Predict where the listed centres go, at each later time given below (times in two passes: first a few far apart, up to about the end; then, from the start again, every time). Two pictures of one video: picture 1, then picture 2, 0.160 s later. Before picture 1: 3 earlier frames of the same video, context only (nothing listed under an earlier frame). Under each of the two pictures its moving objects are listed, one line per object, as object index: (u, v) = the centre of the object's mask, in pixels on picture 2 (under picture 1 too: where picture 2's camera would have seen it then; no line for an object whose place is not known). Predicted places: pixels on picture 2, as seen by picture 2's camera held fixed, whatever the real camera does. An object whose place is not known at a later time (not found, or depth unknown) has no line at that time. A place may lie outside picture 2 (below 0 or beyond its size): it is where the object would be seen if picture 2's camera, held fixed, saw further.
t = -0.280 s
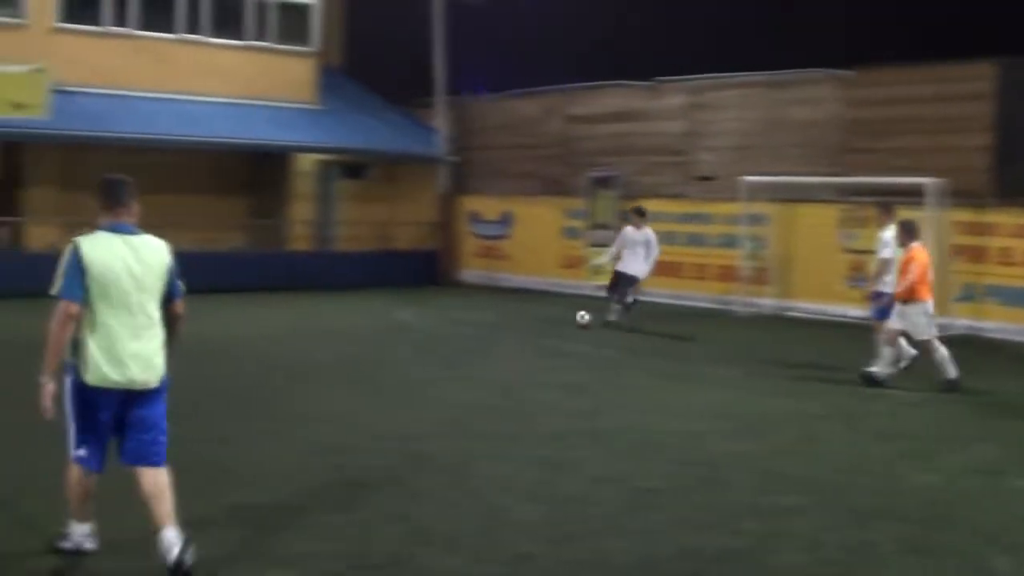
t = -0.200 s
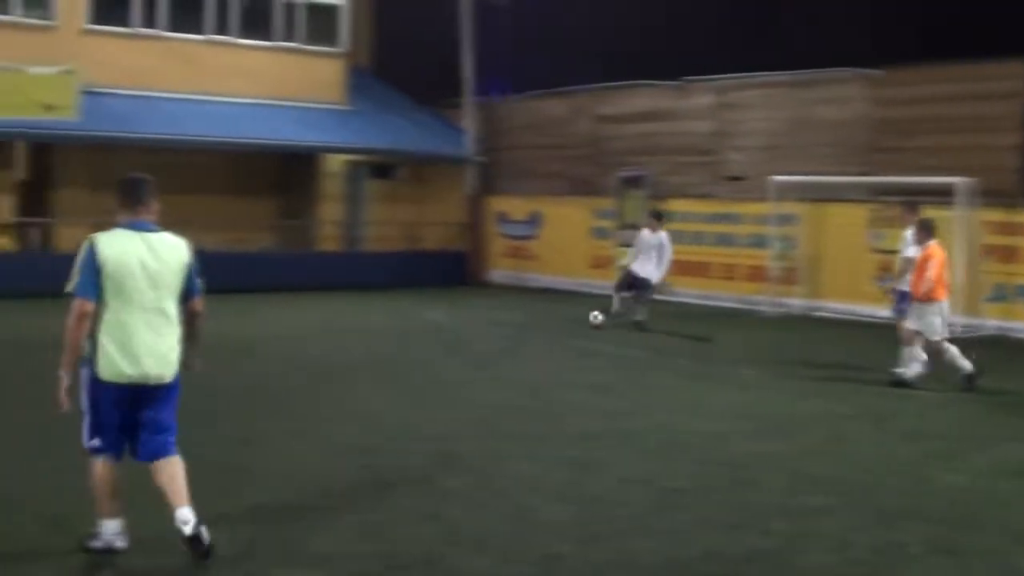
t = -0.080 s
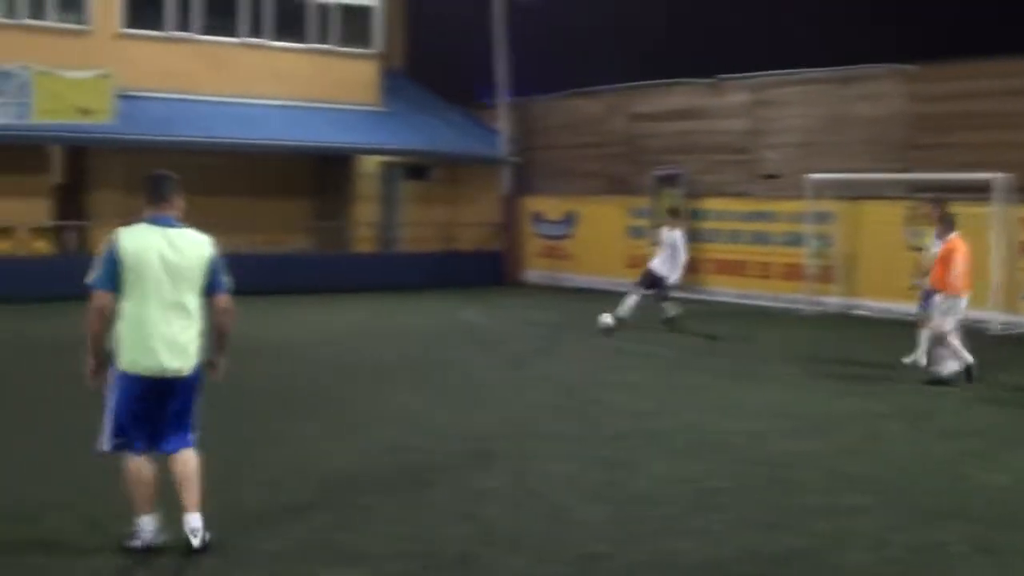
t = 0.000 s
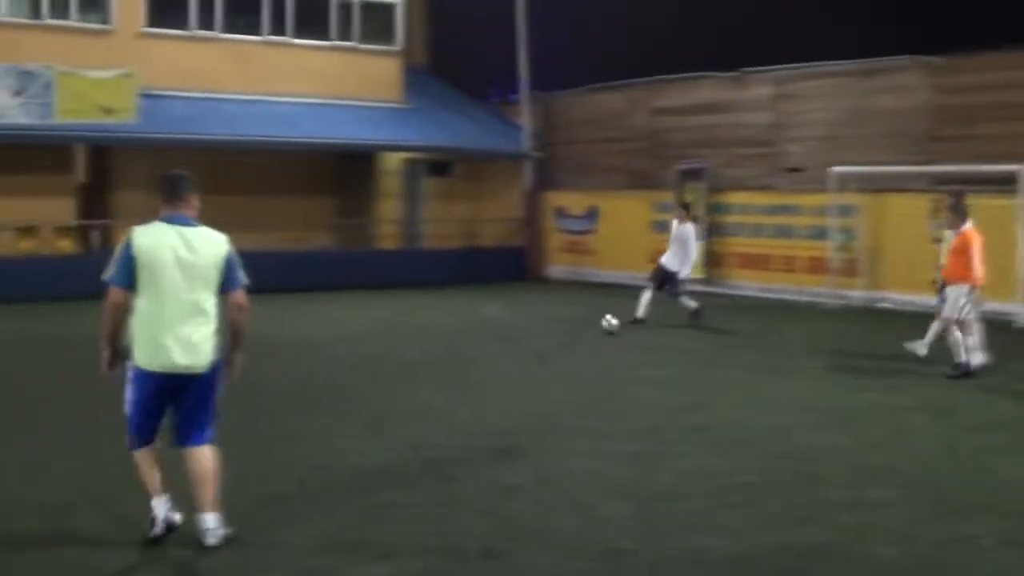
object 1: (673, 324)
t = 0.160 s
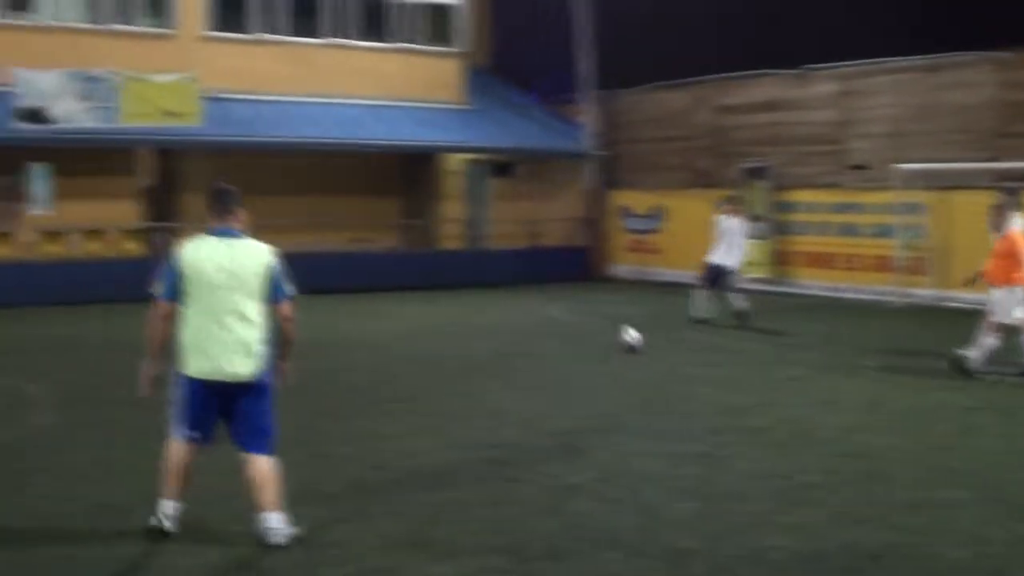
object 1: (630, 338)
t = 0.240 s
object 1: (607, 346)
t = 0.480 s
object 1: (519, 368)
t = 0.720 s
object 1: (411, 404)
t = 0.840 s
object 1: (347, 426)
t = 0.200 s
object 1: (617, 342)
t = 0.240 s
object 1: (607, 346)
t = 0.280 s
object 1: (593, 350)
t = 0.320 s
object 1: (578, 357)
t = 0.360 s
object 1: (561, 361)
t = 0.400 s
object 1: (548, 362)
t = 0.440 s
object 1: (534, 364)
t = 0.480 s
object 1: (519, 368)
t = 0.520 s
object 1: (501, 375)
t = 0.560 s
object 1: (484, 386)
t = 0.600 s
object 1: (466, 390)
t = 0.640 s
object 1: (450, 391)
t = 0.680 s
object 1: (431, 396)
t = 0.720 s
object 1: (411, 404)
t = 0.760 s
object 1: (391, 414)
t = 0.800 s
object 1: (368, 421)
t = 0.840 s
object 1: (347, 426)
